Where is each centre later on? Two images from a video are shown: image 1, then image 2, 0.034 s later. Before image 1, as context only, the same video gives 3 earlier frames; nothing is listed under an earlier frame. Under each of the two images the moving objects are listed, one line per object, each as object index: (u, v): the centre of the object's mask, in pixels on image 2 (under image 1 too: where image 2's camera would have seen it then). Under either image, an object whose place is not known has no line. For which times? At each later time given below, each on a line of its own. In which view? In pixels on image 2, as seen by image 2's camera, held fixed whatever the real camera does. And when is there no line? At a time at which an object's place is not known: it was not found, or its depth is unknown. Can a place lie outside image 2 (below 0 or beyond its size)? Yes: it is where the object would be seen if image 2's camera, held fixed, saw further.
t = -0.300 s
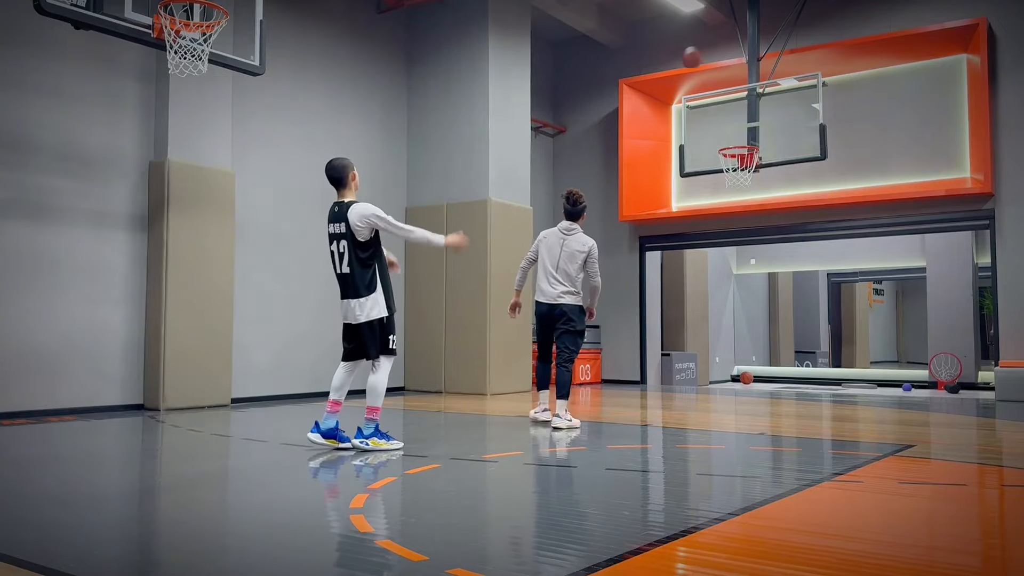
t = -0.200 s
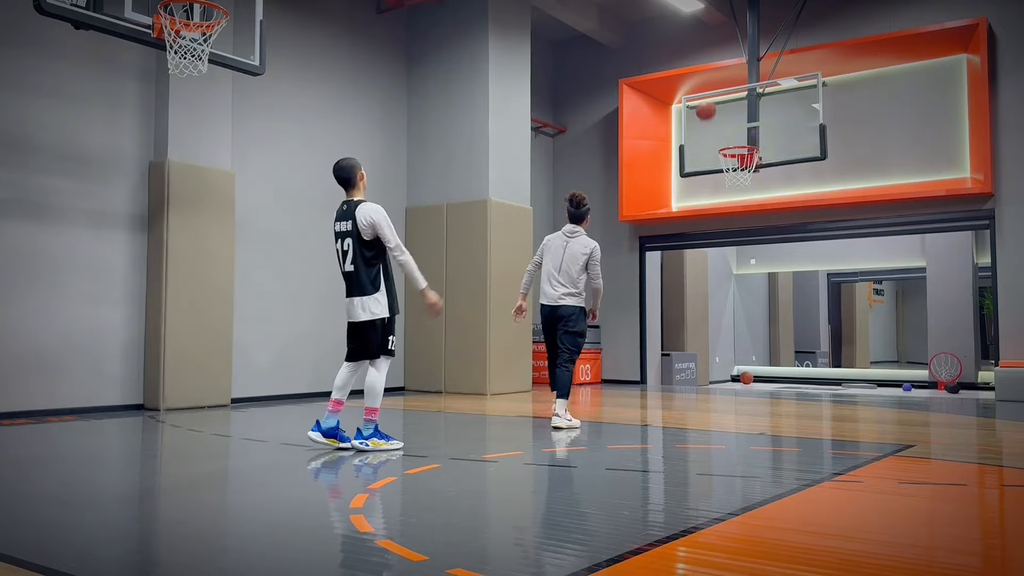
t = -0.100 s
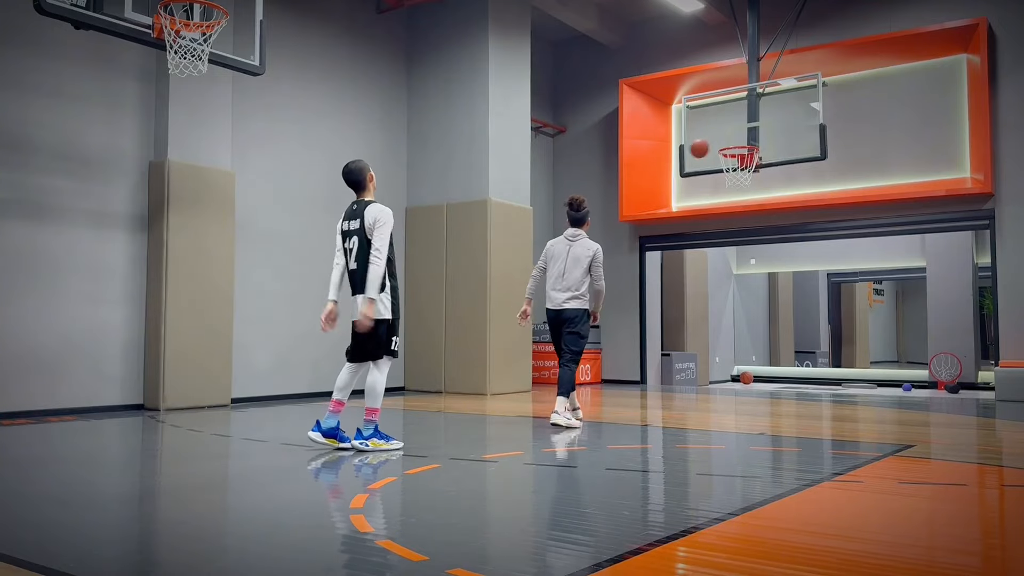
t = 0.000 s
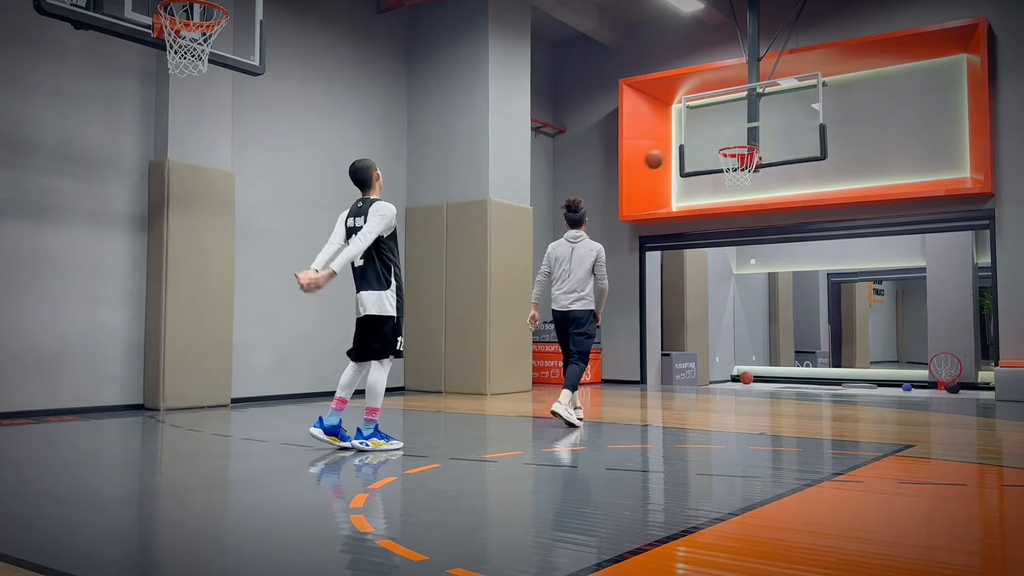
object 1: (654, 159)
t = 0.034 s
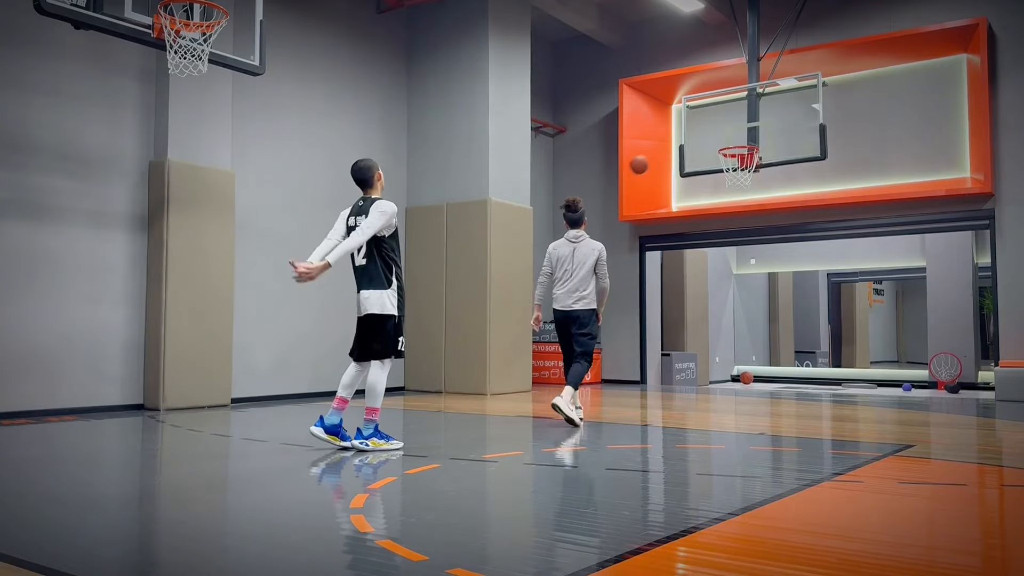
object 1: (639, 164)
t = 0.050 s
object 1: (632, 167)
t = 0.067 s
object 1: (624, 171)
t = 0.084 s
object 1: (617, 173)
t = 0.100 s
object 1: (609, 177)
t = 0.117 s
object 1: (602, 181)
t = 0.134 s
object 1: (595, 185)
